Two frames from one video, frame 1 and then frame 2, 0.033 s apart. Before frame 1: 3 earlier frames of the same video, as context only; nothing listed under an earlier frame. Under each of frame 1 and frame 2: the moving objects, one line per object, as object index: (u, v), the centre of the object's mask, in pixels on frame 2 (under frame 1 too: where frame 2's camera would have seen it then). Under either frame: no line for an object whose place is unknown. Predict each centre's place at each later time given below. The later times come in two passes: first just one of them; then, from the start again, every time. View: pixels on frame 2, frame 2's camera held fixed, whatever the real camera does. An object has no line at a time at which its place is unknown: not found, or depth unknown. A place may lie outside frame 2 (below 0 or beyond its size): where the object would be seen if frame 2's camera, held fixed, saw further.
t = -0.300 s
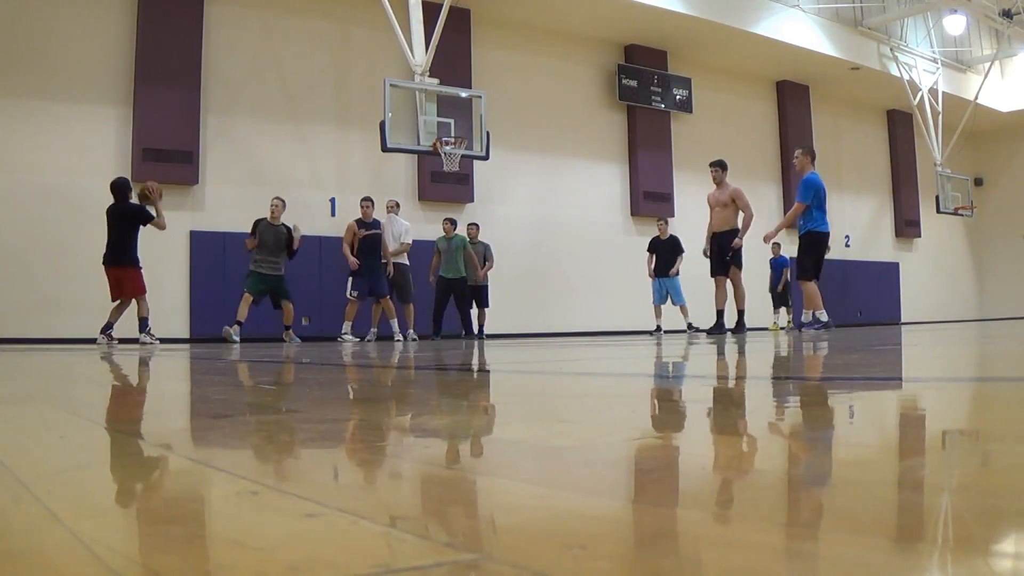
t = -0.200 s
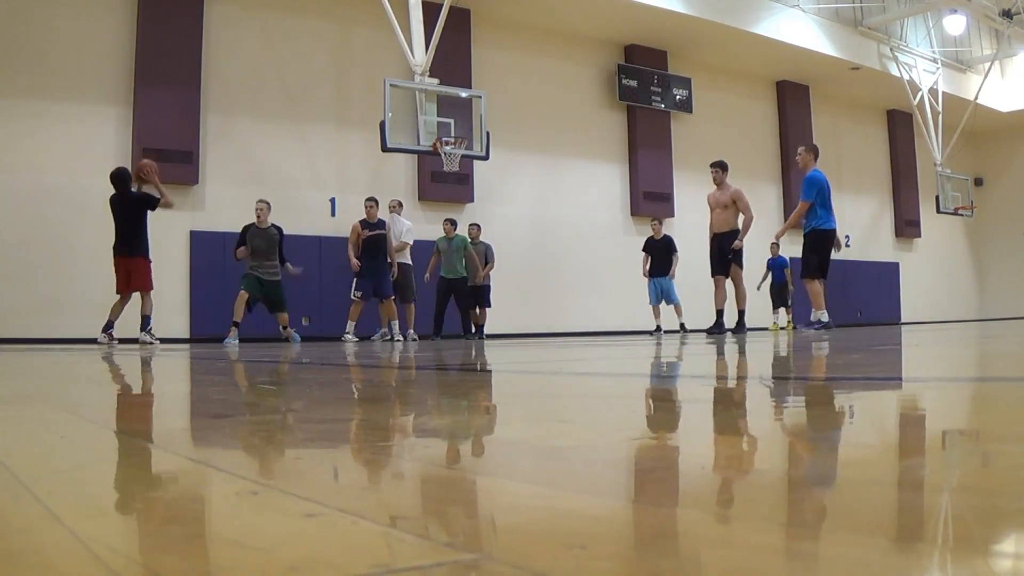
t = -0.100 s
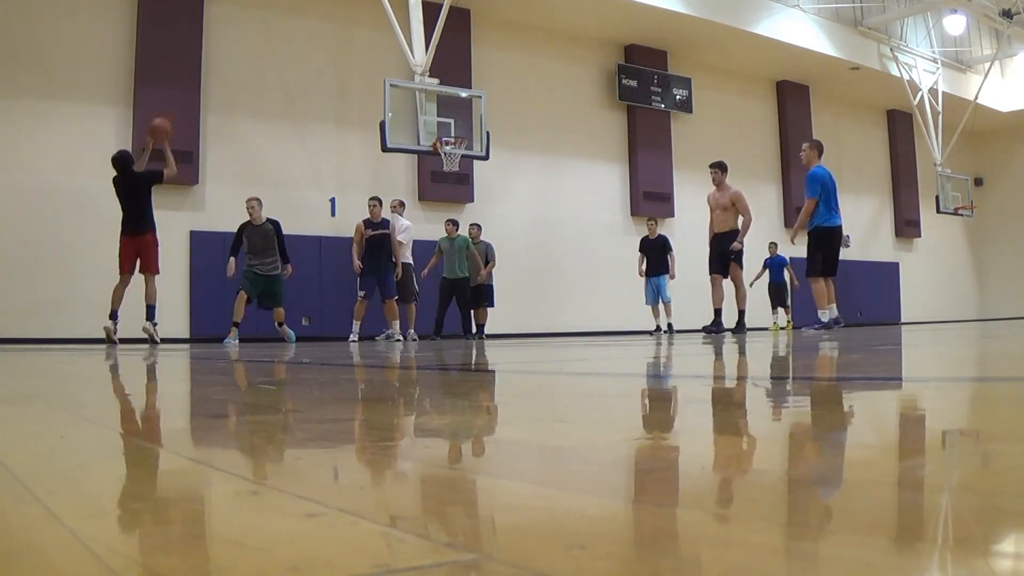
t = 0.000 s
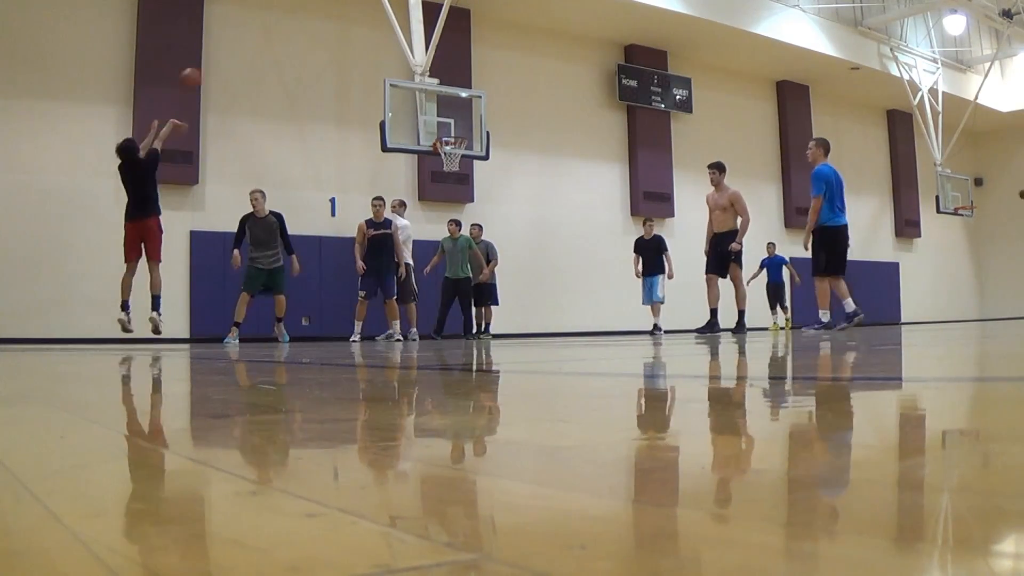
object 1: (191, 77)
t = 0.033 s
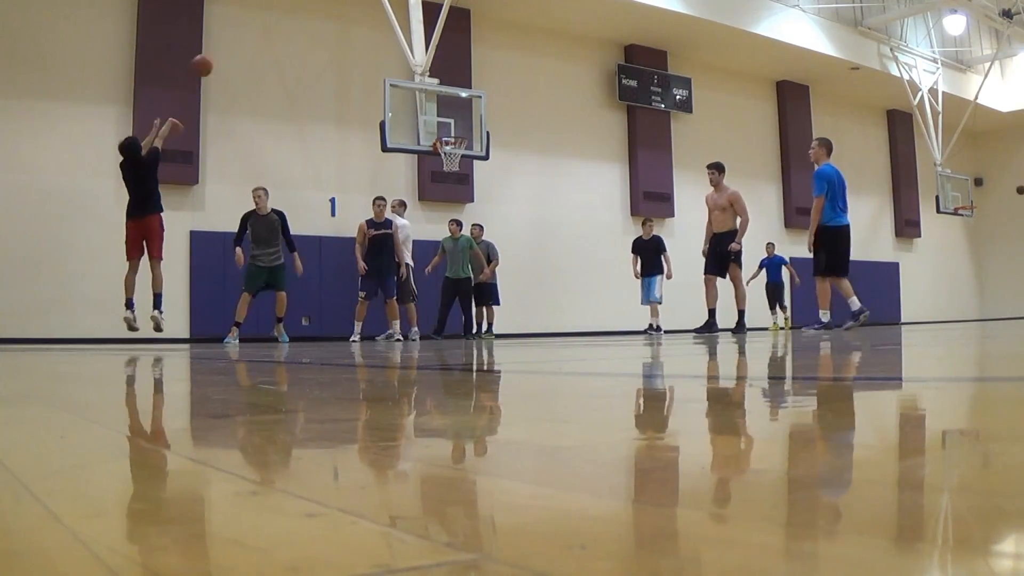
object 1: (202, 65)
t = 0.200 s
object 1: (252, 16)
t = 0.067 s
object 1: (212, 54)
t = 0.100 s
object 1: (223, 42)
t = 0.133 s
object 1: (233, 32)
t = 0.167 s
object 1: (242, 24)
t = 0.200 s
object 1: (252, 16)
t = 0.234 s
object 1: (261, 10)
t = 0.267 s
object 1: (270, 6)
